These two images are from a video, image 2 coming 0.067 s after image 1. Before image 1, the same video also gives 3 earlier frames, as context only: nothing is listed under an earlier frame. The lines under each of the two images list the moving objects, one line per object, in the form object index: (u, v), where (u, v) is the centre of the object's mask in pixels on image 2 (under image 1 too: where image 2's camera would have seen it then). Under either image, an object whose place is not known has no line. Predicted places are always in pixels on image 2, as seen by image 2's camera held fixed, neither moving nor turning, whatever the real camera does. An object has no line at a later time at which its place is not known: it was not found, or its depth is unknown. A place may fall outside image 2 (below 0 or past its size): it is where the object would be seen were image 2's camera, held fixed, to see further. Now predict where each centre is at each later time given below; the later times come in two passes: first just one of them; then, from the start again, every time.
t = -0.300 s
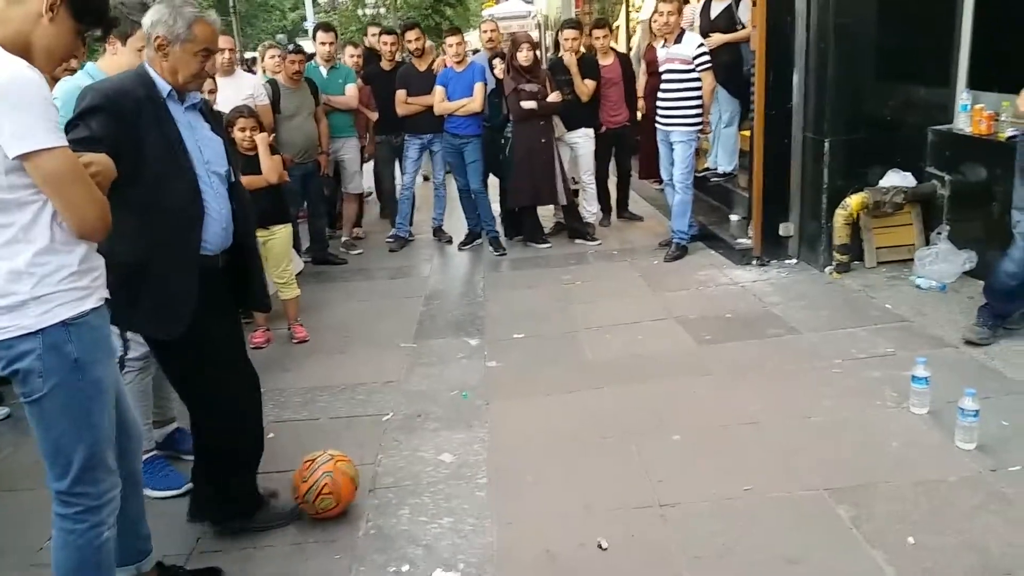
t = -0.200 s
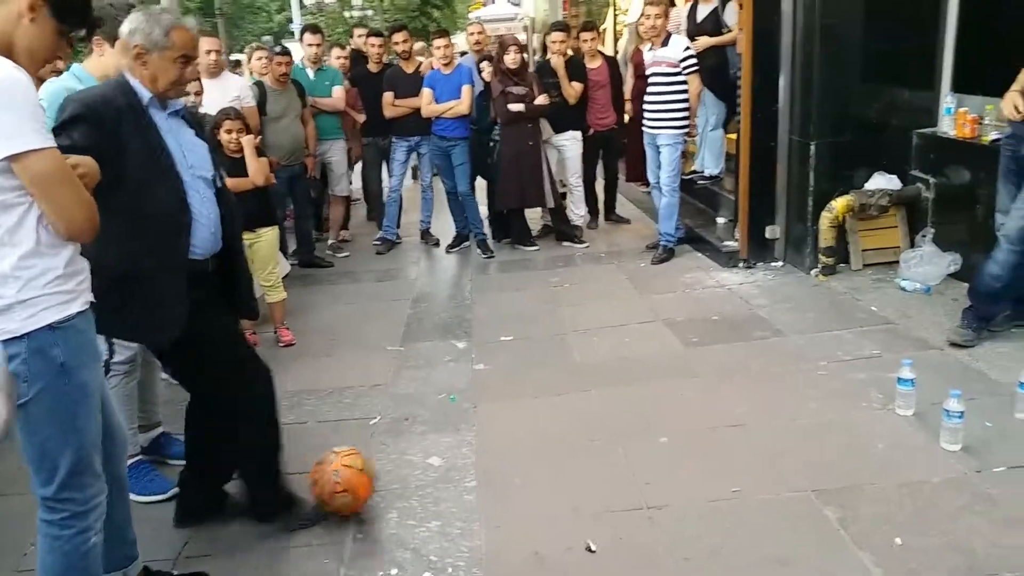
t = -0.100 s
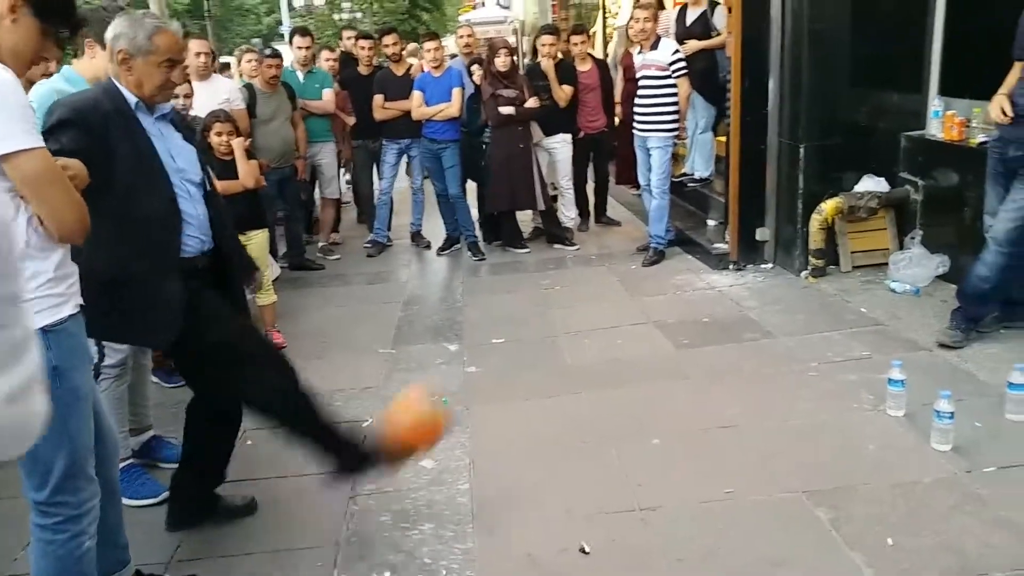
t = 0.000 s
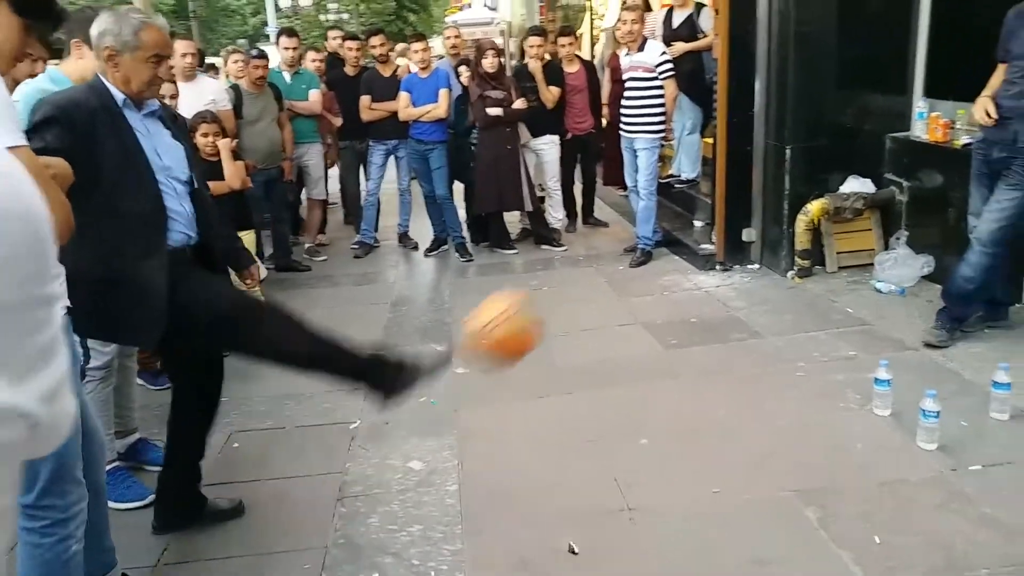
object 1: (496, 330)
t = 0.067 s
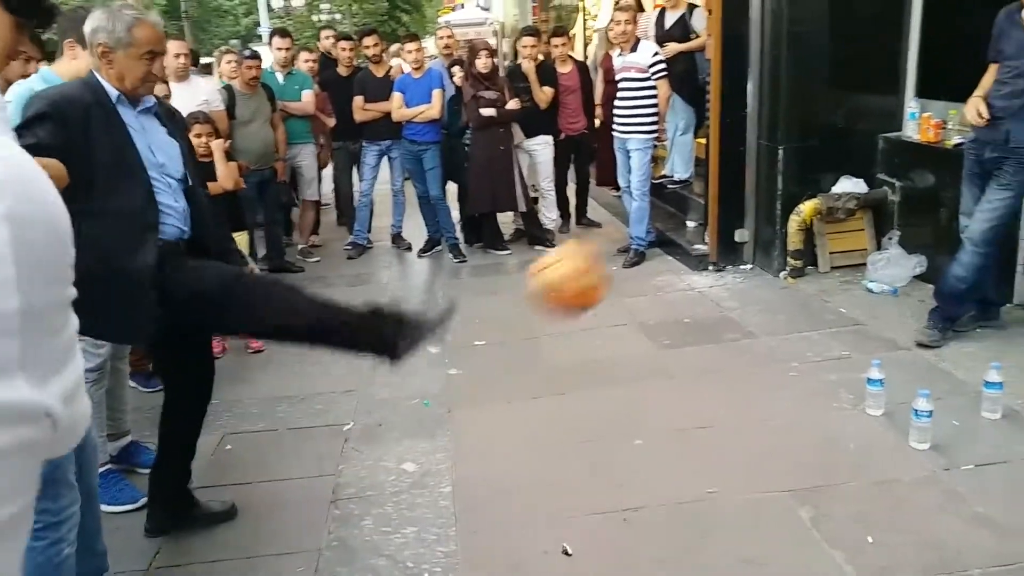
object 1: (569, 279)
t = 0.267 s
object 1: (805, 200)
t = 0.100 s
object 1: (605, 259)
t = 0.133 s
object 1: (646, 238)
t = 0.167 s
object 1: (688, 223)
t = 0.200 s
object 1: (726, 213)
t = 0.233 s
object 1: (765, 204)
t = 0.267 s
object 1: (805, 200)
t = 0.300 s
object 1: (851, 198)
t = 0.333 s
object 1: (896, 203)
